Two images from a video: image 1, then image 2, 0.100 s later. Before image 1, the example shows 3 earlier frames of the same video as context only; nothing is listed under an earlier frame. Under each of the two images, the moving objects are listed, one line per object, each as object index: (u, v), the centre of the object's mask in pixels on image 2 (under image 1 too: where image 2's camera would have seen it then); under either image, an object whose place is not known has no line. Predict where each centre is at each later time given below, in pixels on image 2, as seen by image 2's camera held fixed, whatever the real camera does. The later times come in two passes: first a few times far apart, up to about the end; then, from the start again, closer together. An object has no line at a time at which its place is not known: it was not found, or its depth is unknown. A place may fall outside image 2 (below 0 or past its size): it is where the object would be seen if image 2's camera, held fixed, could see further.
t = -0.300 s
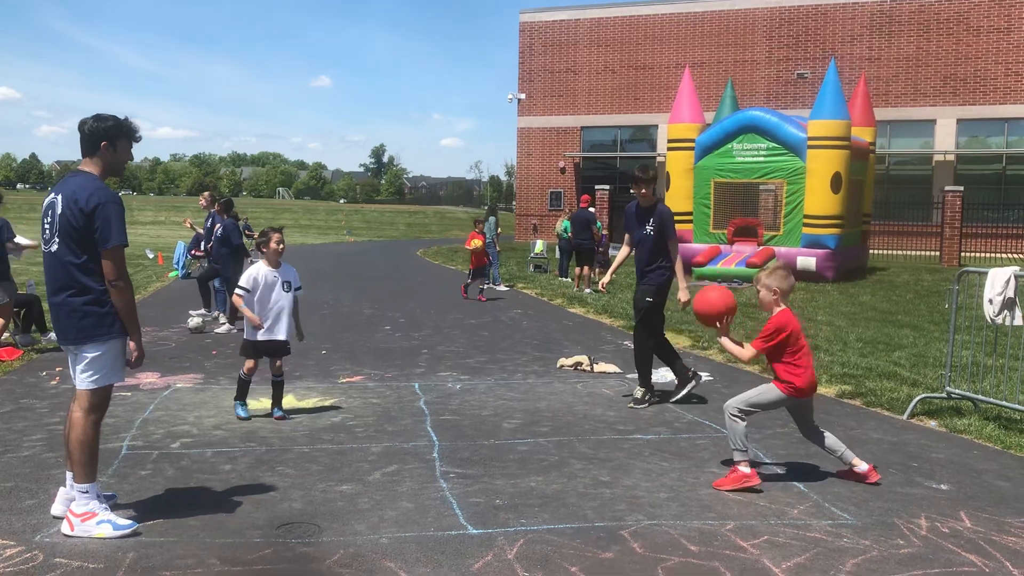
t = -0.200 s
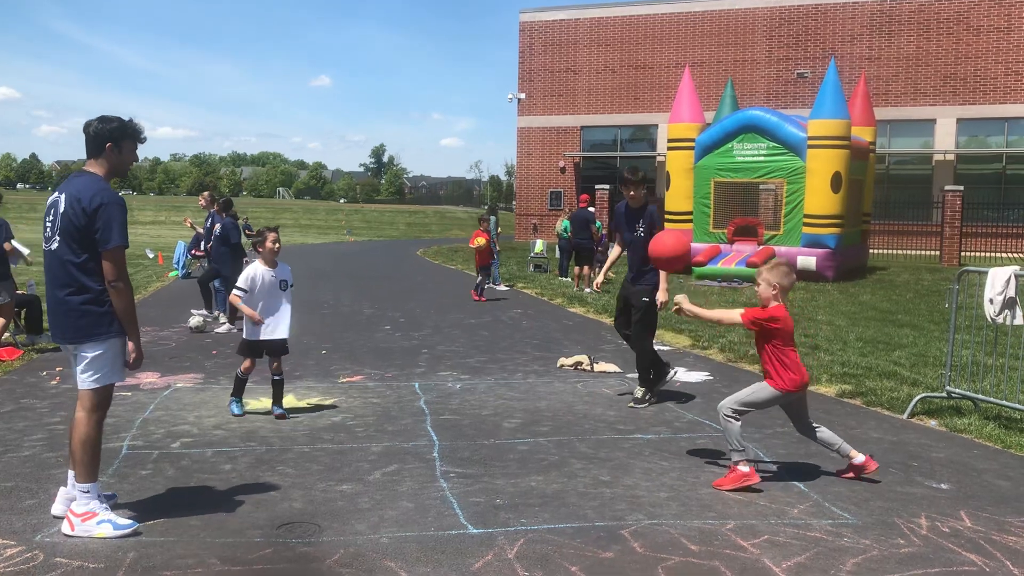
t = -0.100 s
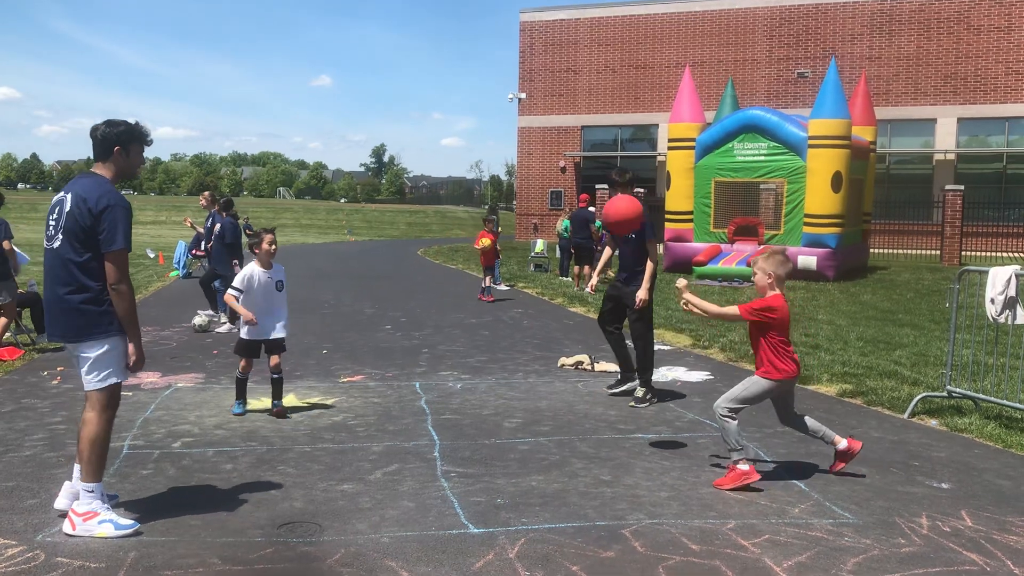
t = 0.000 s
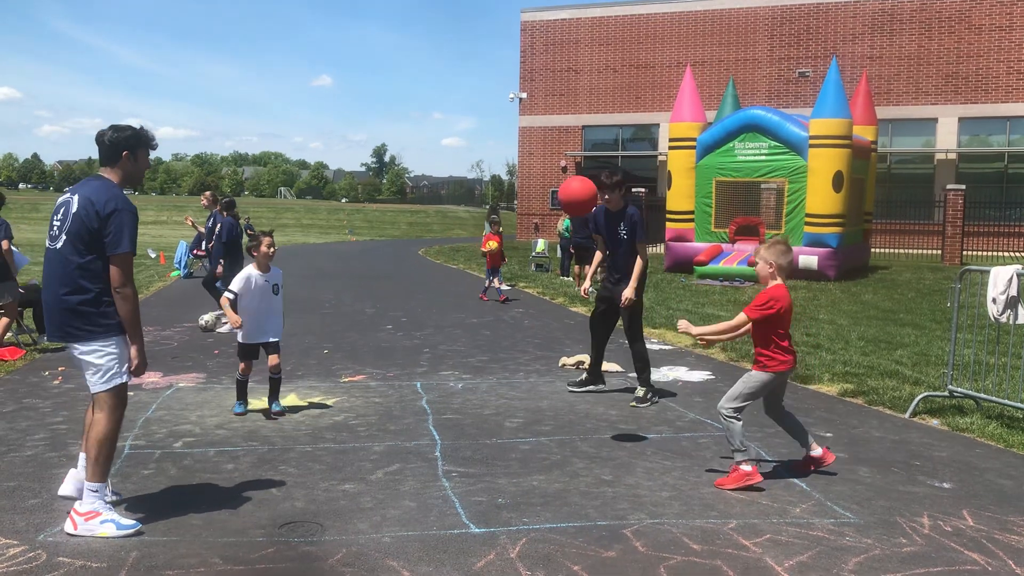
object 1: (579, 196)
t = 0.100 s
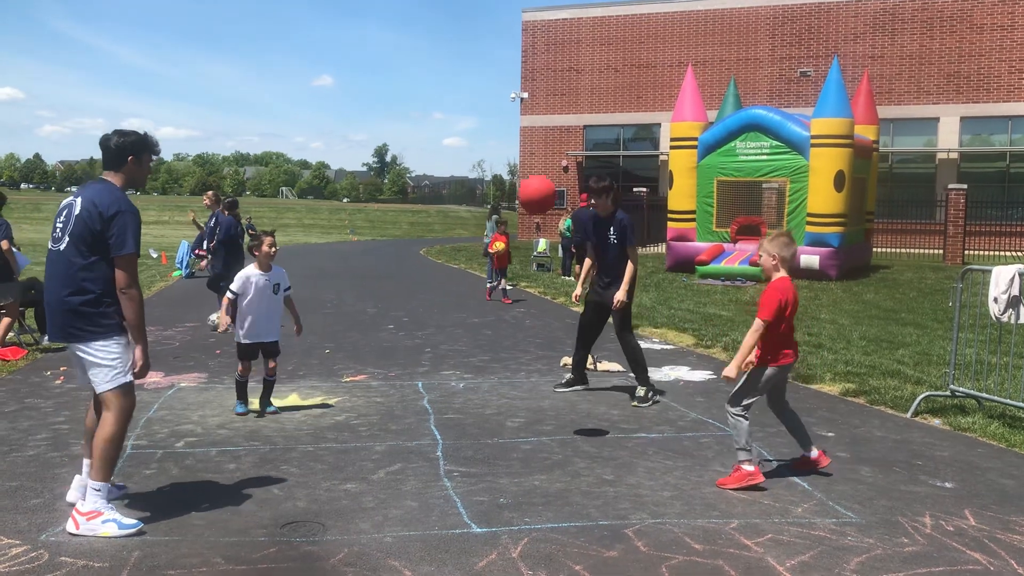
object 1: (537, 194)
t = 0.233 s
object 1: (483, 221)
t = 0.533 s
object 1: (374, 368)
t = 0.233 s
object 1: (483, 221)
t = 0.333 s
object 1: (444, 255)
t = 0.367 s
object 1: (432, 270)
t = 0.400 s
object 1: (421, 286)
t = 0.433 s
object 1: (409, 304)
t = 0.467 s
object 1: (398, 324)
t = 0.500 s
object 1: (386, 345)
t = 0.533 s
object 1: (374, 368)
